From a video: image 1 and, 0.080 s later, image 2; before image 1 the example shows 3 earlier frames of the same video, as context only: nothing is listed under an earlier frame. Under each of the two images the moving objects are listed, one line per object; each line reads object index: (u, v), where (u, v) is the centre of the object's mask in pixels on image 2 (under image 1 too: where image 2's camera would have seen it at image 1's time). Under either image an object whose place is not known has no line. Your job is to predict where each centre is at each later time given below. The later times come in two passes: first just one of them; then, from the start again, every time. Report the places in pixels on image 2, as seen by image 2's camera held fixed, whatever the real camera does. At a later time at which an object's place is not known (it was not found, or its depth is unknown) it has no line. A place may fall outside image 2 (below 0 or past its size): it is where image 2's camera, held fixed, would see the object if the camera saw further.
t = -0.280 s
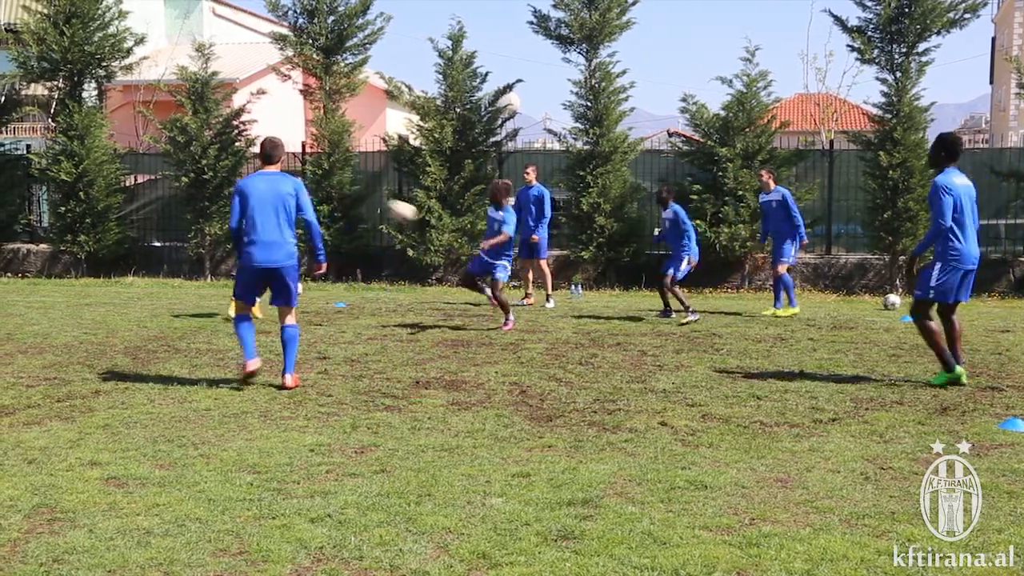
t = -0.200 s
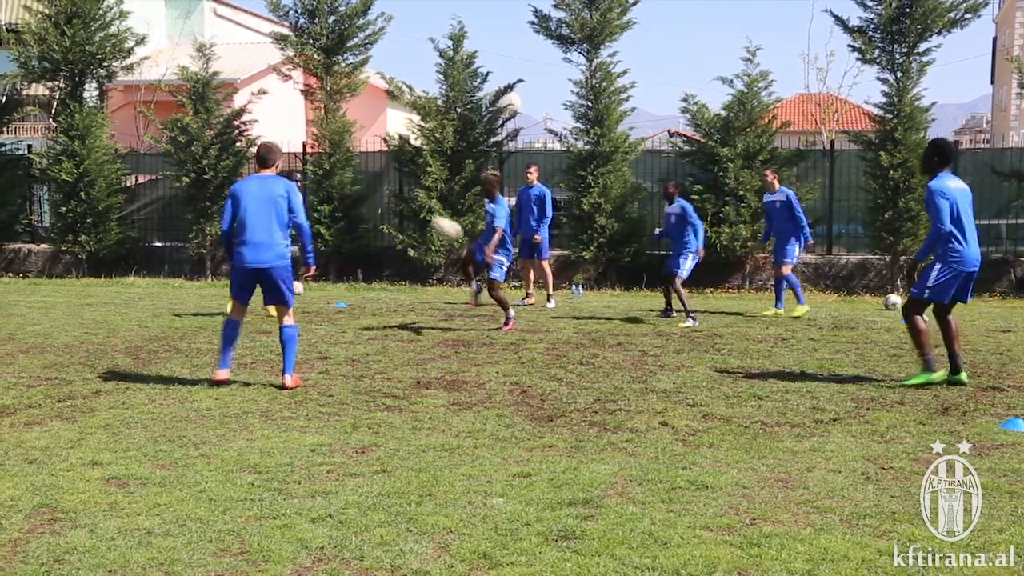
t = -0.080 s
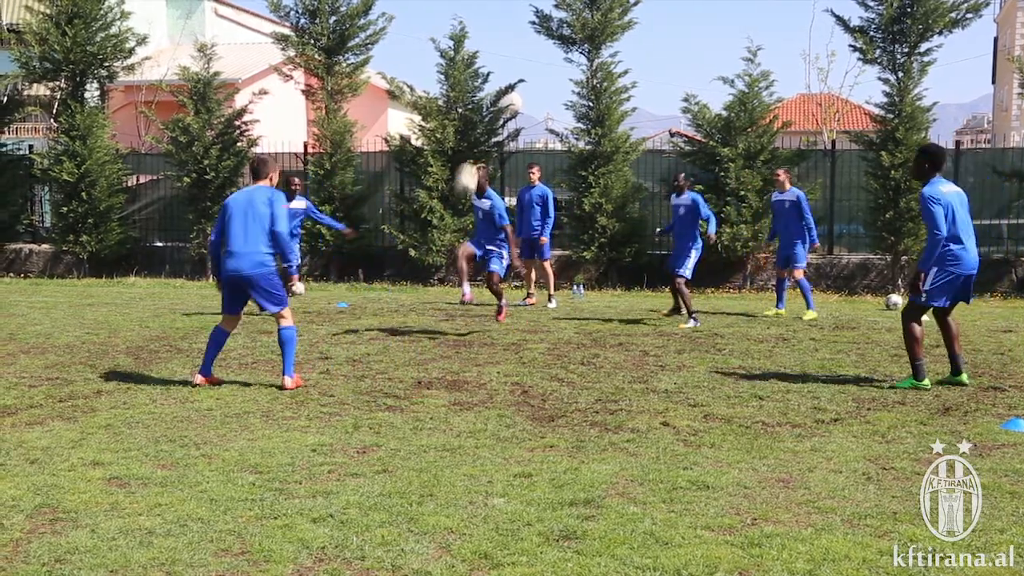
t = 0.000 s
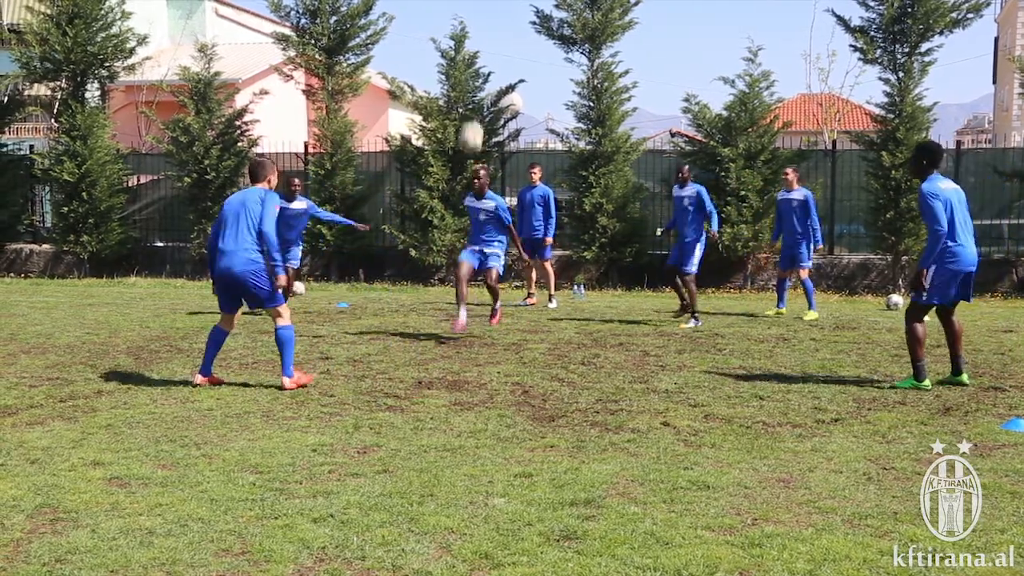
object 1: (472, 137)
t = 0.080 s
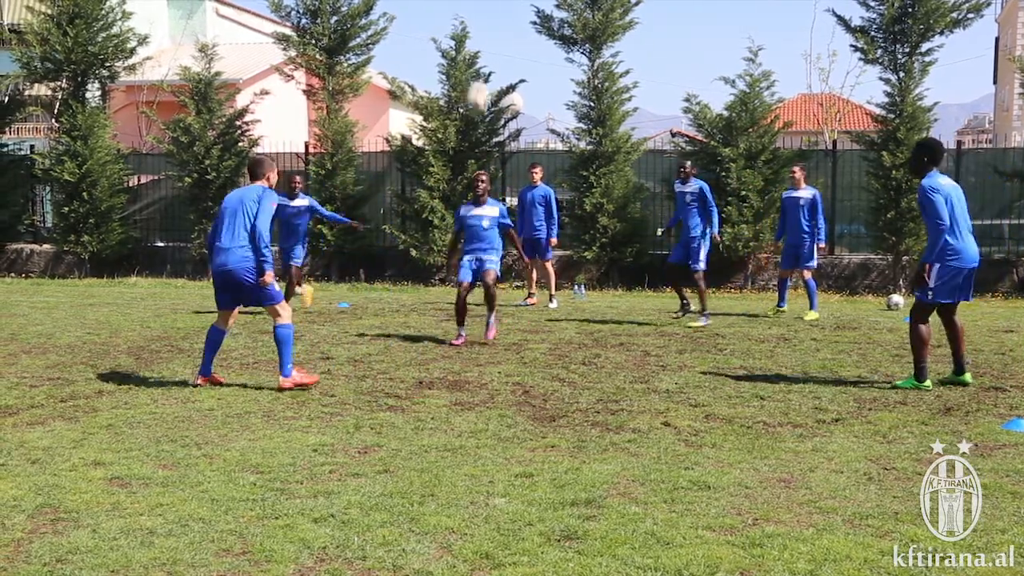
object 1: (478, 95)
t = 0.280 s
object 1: (493, 21)
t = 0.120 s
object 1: (481, 78)
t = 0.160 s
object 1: (484, 64)
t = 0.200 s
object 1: (486, 47)
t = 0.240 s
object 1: (490, 33)
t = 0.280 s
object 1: (493, 21)
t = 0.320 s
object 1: (497, 11)
